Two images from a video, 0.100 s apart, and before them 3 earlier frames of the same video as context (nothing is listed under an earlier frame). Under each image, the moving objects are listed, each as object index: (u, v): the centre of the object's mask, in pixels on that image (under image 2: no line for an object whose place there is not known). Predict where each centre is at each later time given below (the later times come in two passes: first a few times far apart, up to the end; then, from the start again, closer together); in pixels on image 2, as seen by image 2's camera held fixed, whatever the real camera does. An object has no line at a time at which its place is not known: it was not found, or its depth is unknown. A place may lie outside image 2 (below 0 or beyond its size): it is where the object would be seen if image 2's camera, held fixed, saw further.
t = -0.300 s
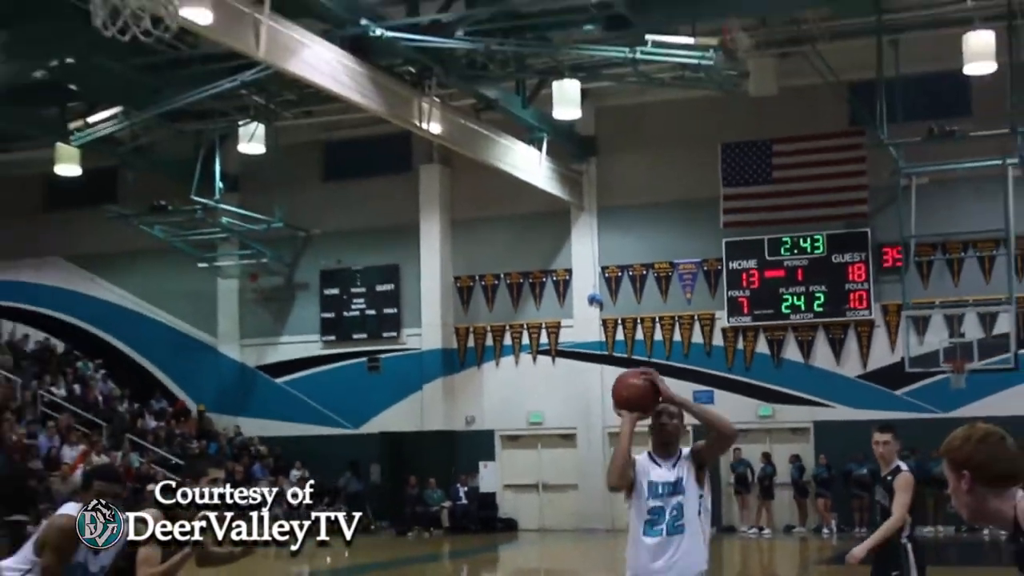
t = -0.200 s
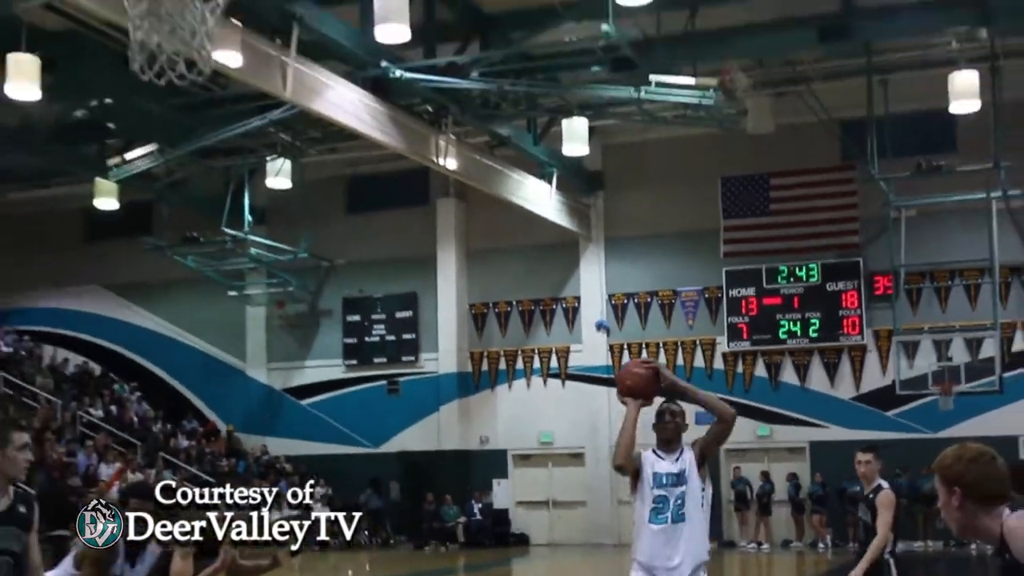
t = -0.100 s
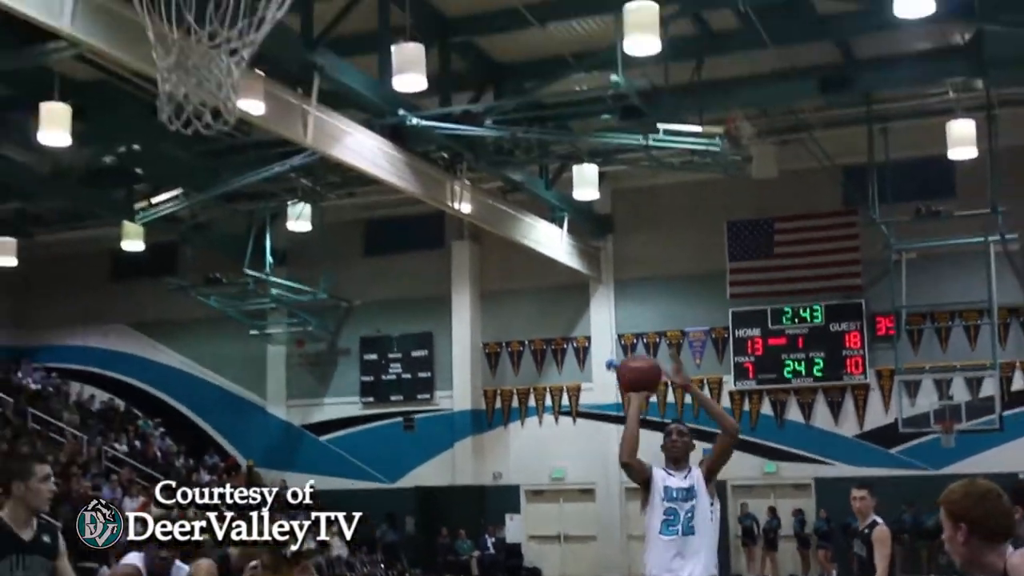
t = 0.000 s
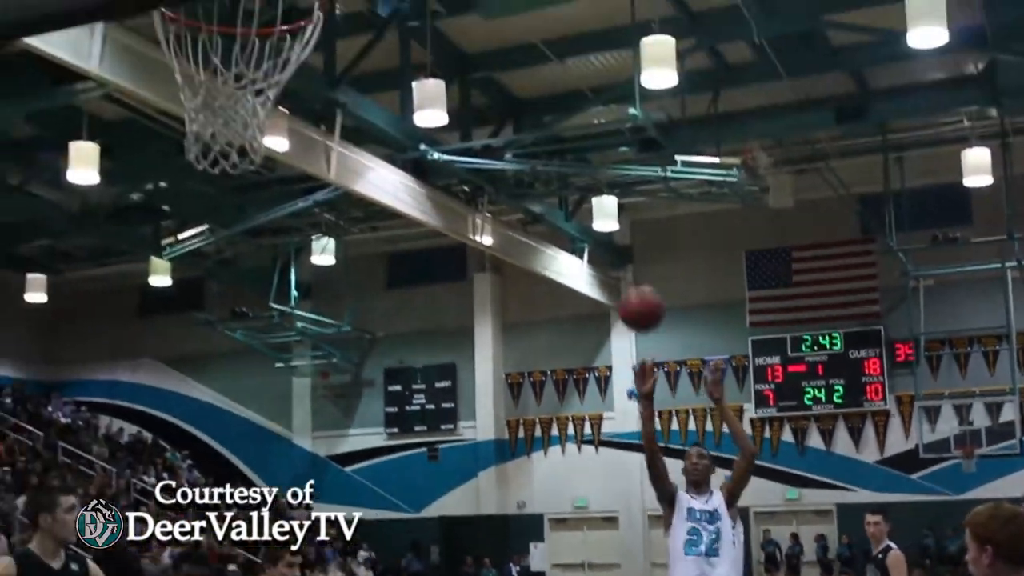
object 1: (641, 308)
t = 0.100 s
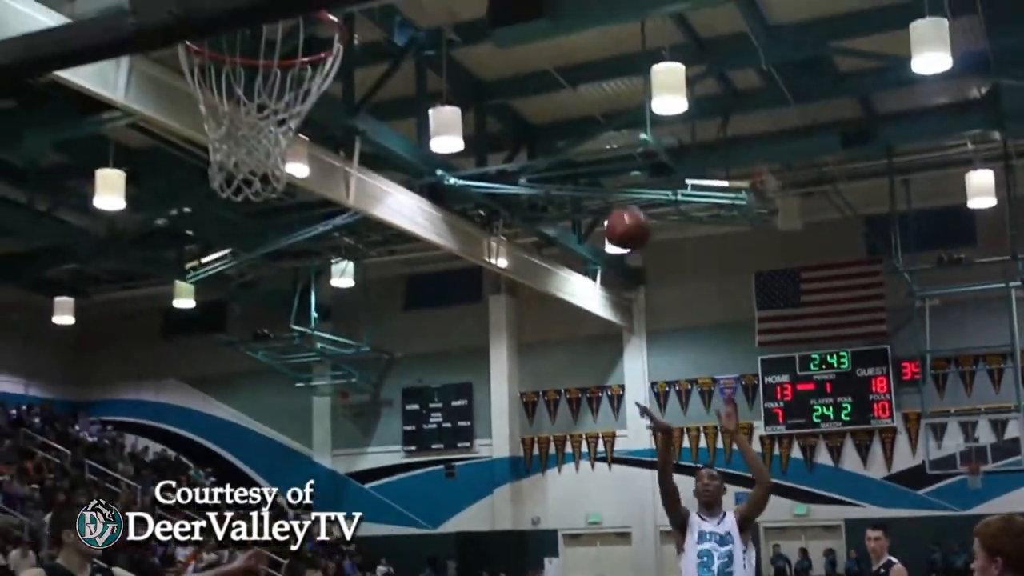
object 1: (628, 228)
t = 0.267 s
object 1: (585, 85)
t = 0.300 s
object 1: (576, 60)
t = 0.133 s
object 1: (622, 197)
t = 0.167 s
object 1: (613, 164)
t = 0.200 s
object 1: (604, 134)
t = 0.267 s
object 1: (585, 85)
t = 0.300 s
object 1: (576, 60)
